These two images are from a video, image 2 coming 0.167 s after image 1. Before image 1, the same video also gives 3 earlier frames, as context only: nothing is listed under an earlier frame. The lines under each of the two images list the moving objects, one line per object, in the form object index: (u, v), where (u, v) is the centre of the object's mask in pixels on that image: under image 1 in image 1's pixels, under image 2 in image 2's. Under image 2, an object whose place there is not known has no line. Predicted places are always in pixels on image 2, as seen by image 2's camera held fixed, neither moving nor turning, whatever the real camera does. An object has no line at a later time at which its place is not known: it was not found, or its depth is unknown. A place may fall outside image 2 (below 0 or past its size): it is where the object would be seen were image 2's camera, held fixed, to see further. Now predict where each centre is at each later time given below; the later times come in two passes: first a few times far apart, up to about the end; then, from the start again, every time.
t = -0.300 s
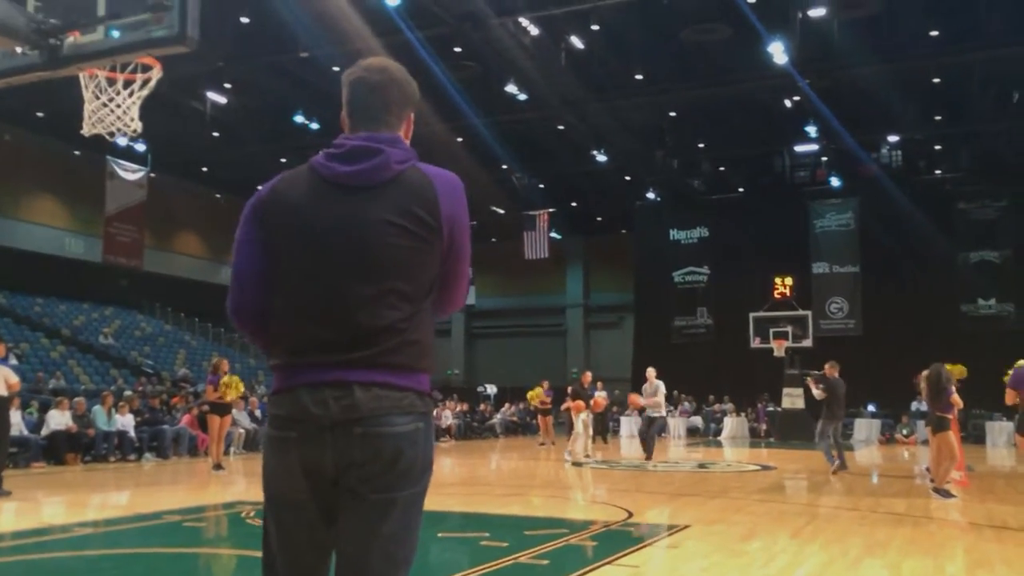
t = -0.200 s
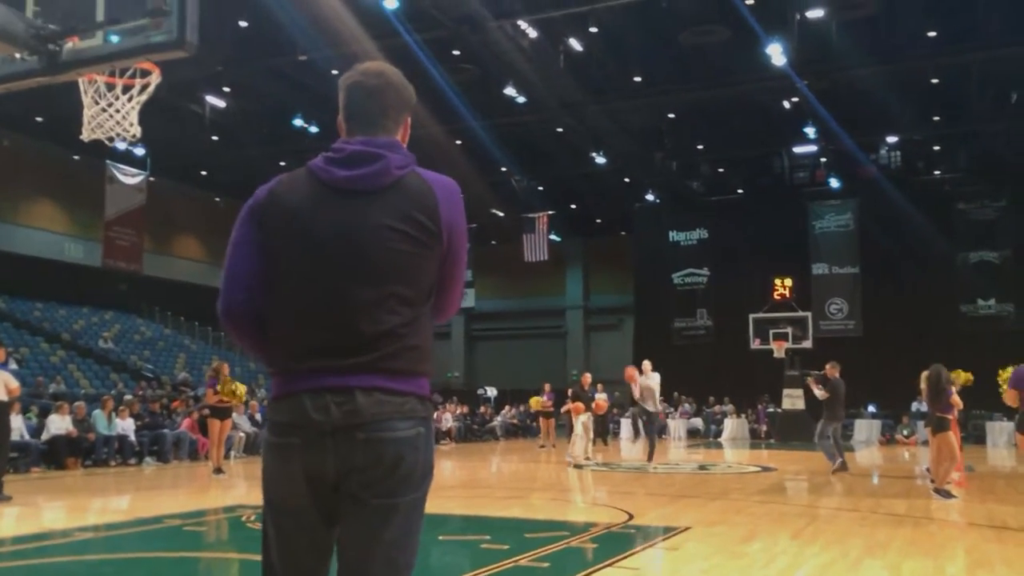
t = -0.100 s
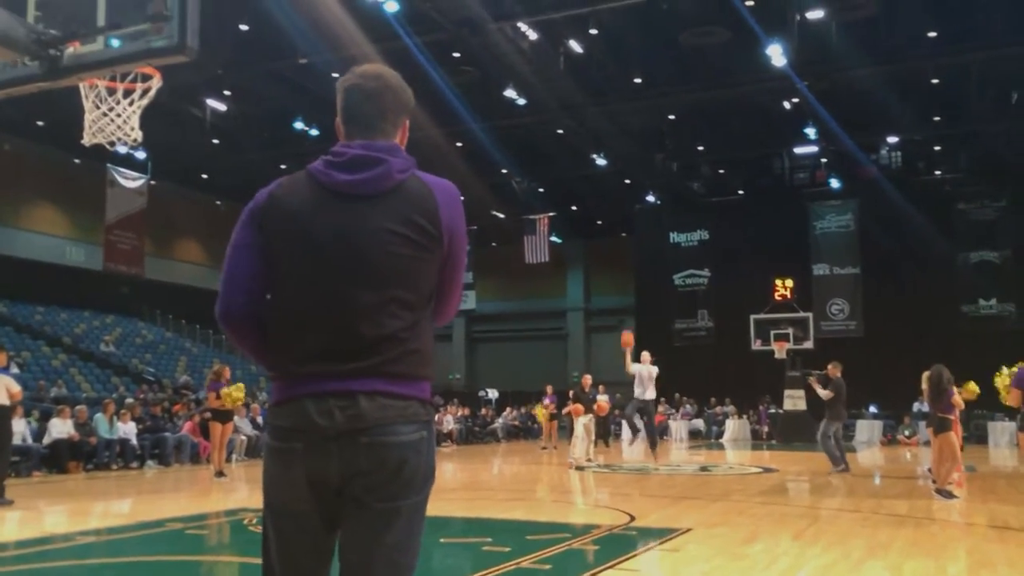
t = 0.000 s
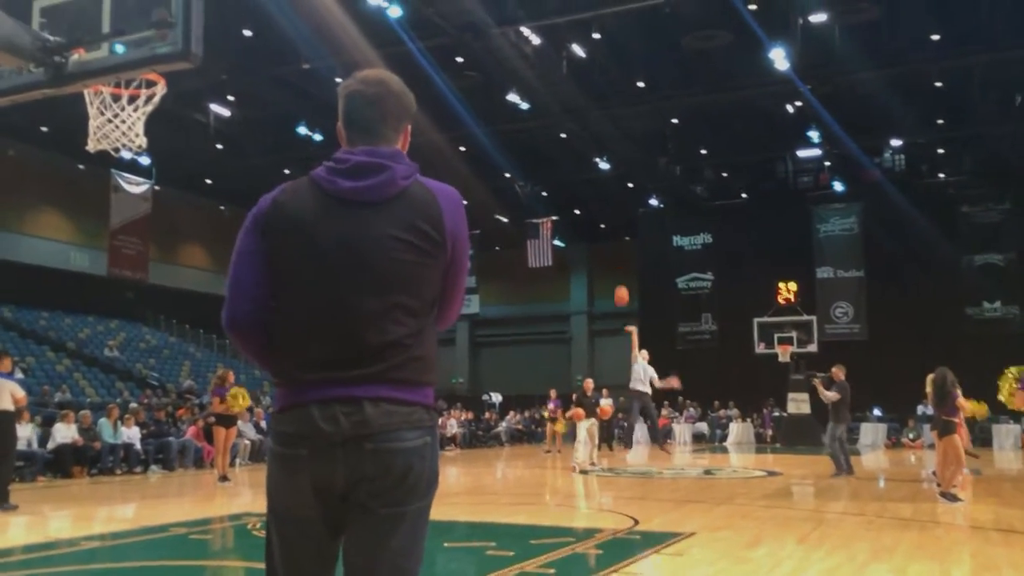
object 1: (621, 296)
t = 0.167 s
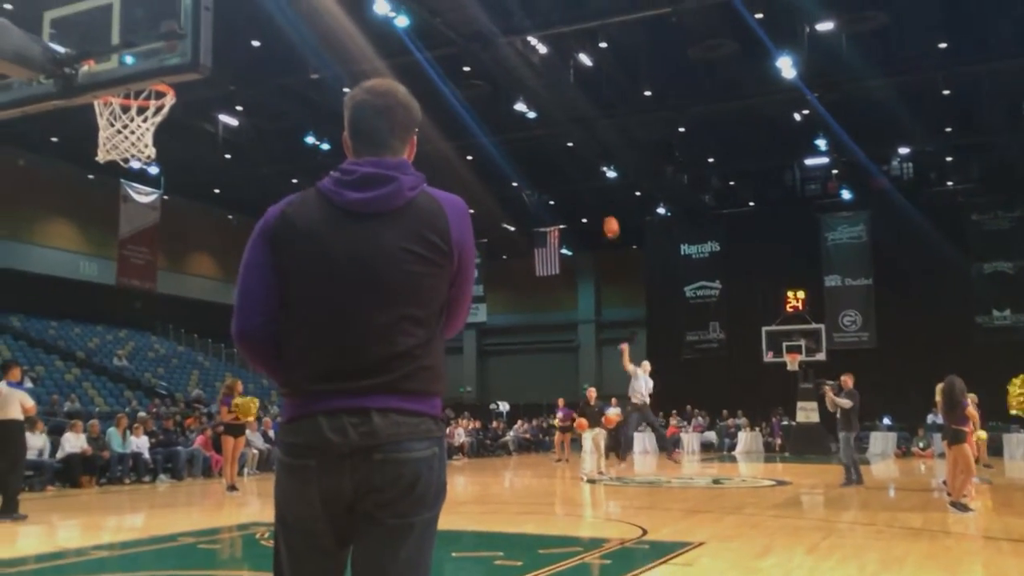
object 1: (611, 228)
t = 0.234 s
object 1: (603, 199)
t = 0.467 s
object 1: (573, 107)
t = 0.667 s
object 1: (541, 44)
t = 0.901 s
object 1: (493, -4)
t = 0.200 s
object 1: (607, 213)
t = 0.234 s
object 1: (603, 199)
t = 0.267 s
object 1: (599, 185)
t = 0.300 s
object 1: (595, 172)
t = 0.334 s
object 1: (591, 158)
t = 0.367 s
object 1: (586, 145)
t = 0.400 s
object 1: (582, 132)
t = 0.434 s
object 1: (577, 119)
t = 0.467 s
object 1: (573, 107)
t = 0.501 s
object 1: (567, 96)
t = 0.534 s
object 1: (563, 85)
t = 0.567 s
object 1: (557, 74)
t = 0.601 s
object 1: (551, 63)
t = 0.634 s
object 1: (546, 54)
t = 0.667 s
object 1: (541, 44)
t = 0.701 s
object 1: (534, 34)
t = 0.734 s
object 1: (527, 25)
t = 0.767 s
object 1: (521, 19)
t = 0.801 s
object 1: (514, 12)
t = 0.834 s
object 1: (507, 5)
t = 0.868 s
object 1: (500, -1)
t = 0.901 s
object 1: (493, -4)
